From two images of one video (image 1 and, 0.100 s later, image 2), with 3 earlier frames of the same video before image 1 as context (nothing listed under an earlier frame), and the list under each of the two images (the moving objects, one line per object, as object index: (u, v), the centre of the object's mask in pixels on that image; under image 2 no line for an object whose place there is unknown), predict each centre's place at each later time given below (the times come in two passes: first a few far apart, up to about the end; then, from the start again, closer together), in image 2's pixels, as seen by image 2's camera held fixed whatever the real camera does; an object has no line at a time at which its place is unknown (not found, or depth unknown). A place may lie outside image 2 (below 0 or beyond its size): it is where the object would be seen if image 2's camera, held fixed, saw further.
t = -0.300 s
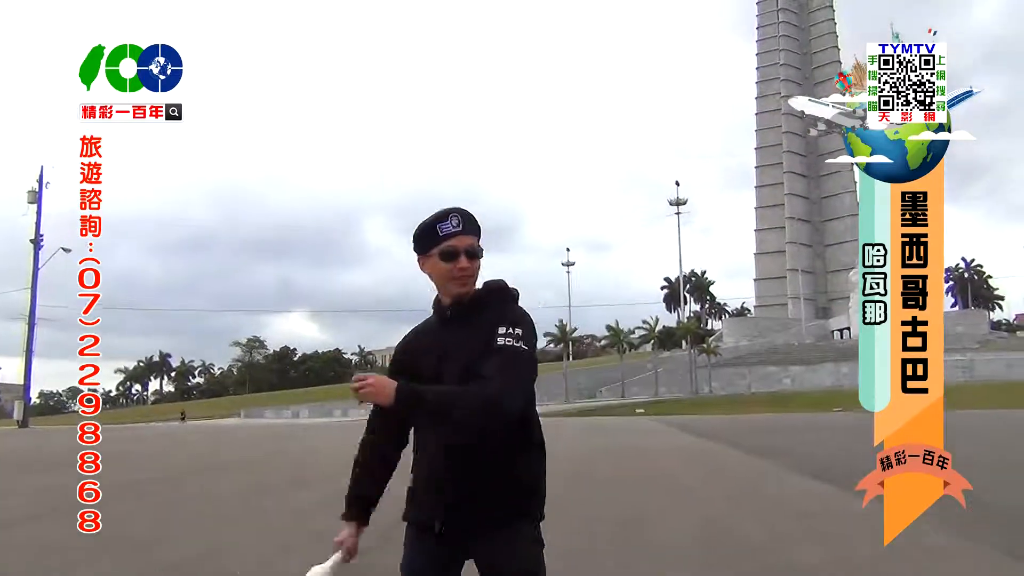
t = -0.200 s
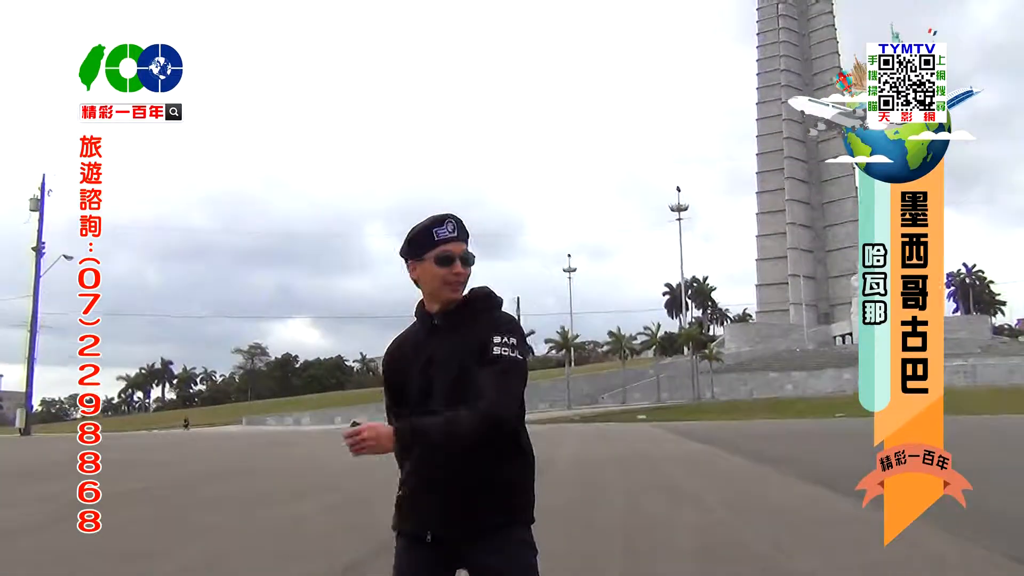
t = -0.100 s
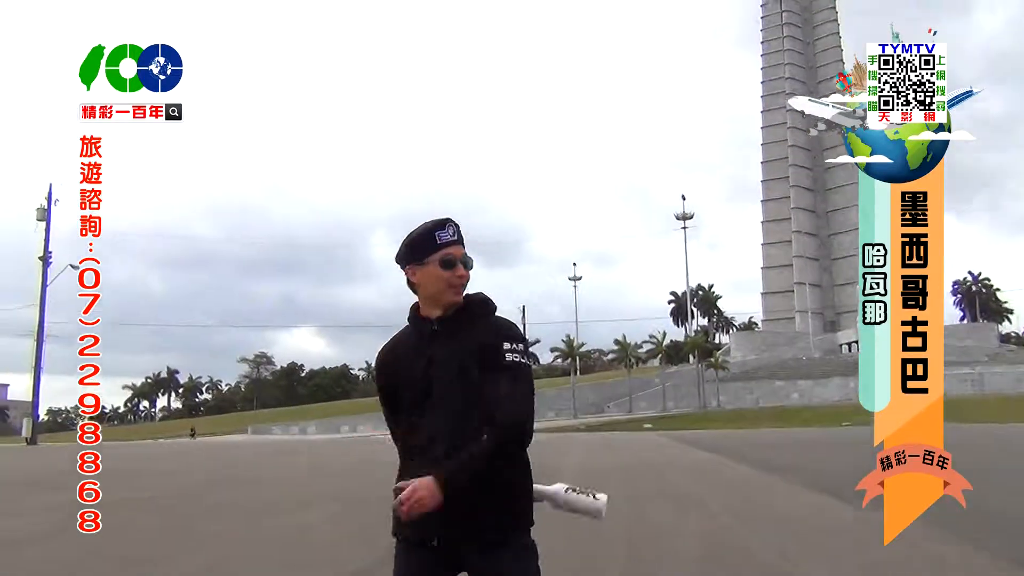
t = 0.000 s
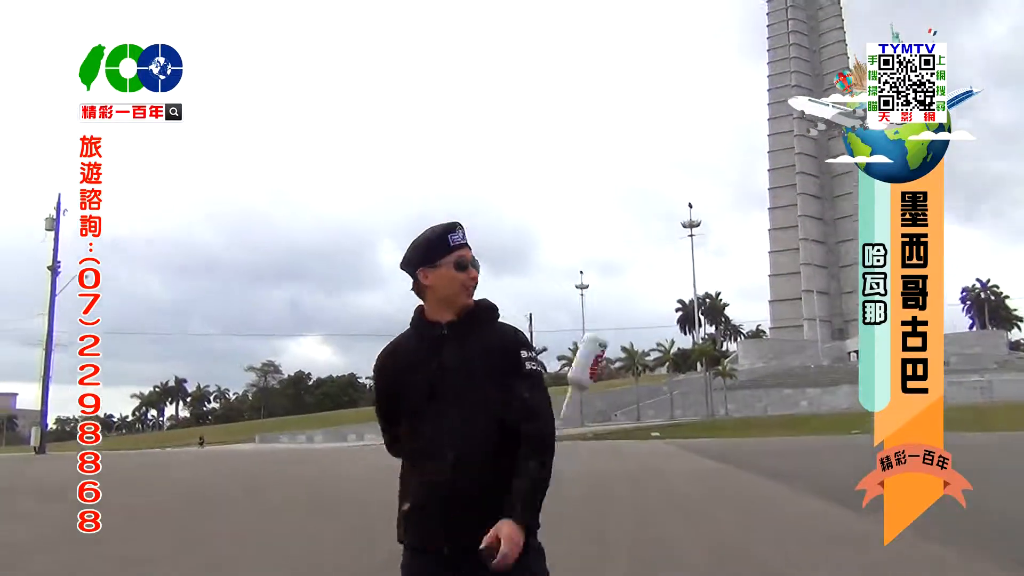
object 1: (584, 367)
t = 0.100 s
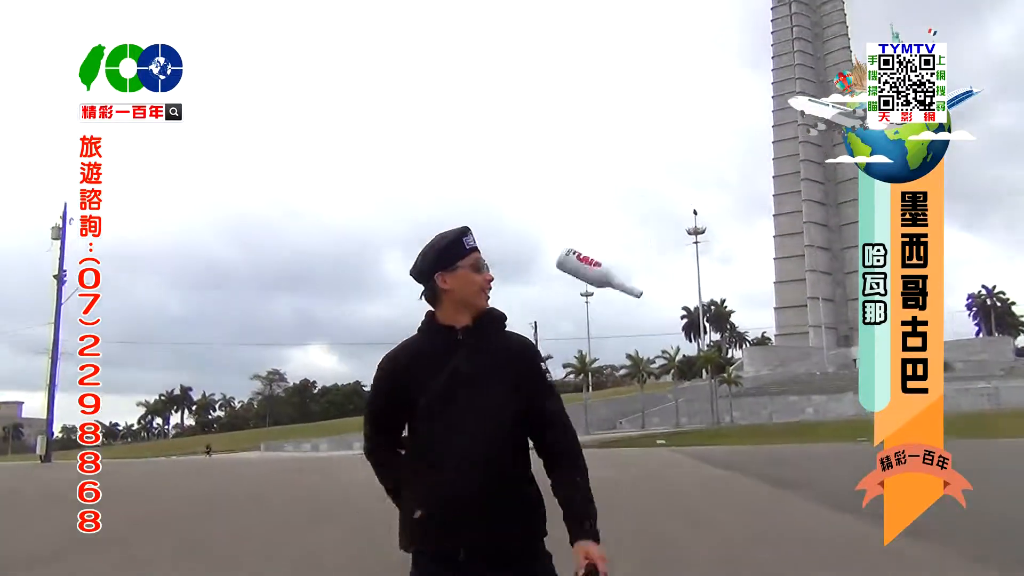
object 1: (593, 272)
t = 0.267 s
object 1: (601, 166)
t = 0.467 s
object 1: (617, 147)
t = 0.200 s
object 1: (598, 199)
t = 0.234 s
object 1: (599, 181)
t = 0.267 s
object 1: (601, 166)
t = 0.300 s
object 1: (604, 156)
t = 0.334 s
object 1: (606, 148)
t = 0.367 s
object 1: (608, 144)
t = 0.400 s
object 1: (612, 142)
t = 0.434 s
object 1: (614, 143)
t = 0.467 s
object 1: (617, 147)
